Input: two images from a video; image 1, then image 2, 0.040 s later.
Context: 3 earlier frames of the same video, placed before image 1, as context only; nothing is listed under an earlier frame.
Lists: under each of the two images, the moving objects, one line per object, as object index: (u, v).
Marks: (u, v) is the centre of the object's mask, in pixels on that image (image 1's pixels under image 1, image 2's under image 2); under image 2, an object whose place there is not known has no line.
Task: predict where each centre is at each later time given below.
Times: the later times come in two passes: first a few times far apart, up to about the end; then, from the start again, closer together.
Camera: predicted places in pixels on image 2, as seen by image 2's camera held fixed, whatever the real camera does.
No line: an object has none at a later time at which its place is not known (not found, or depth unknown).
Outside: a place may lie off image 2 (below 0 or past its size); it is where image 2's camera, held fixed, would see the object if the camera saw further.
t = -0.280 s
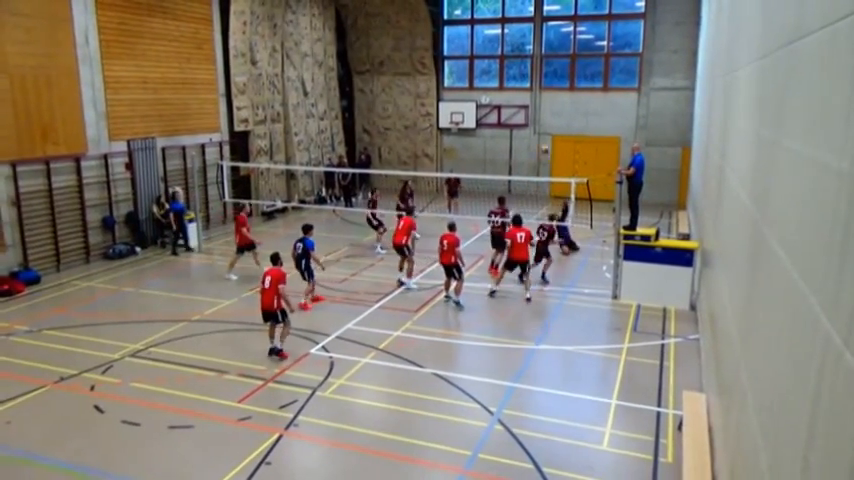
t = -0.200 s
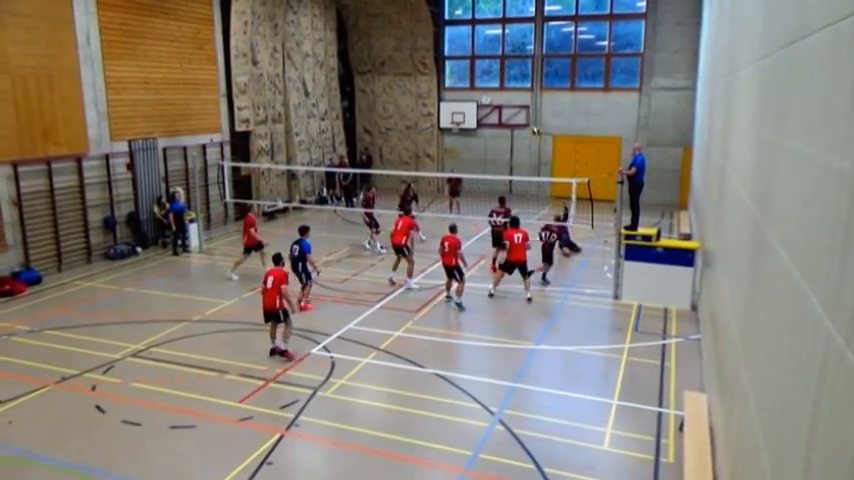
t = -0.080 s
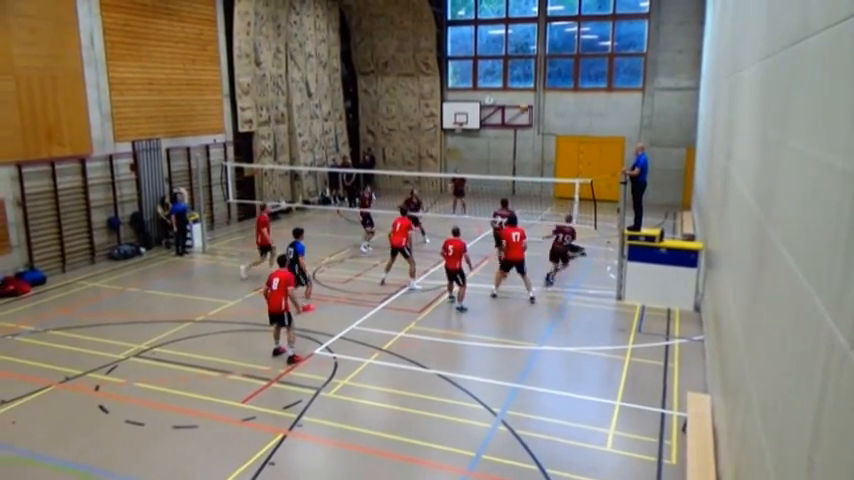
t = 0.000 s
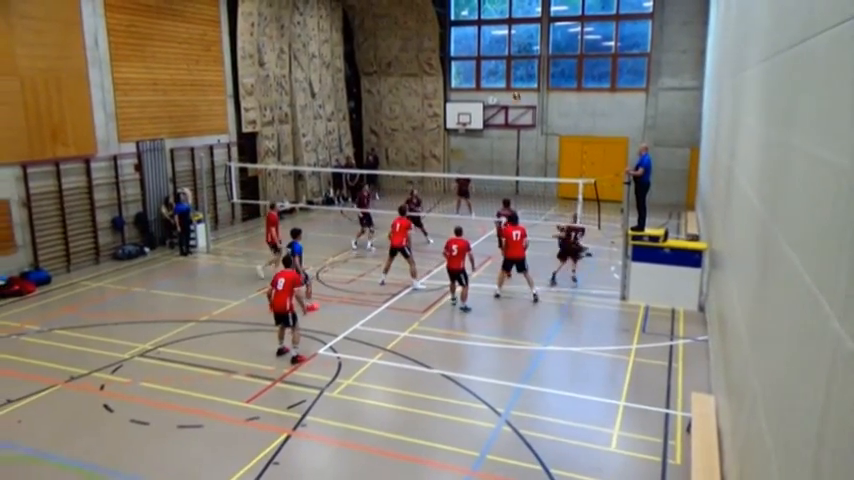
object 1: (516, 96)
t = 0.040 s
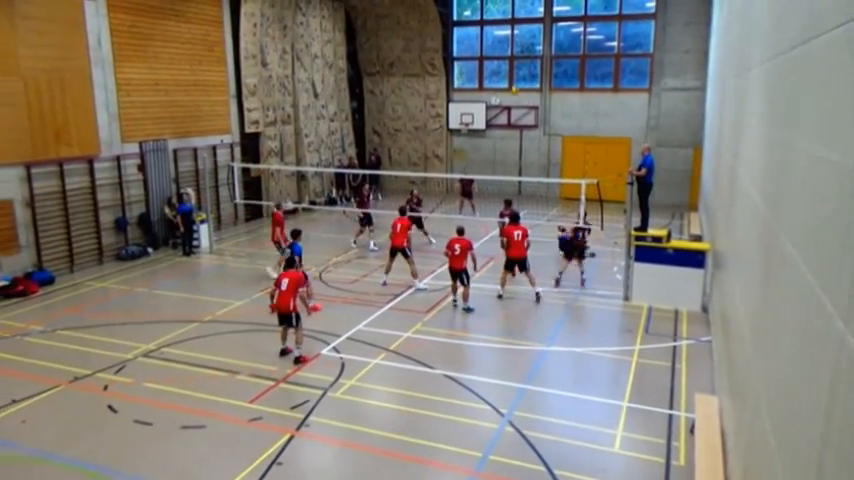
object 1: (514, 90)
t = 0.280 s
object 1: (480, 70)
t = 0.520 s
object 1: (448, 73)
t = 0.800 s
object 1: (409, 107)
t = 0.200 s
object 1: (492, 74)
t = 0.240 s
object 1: (487, 72)
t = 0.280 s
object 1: (480, 70)
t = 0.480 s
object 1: (454, 71)
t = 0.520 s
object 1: (448, 73)
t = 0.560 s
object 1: (443, 76)
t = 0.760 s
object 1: (416, 100)
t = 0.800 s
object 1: (409, 107)
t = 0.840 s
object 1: (406, 114)
